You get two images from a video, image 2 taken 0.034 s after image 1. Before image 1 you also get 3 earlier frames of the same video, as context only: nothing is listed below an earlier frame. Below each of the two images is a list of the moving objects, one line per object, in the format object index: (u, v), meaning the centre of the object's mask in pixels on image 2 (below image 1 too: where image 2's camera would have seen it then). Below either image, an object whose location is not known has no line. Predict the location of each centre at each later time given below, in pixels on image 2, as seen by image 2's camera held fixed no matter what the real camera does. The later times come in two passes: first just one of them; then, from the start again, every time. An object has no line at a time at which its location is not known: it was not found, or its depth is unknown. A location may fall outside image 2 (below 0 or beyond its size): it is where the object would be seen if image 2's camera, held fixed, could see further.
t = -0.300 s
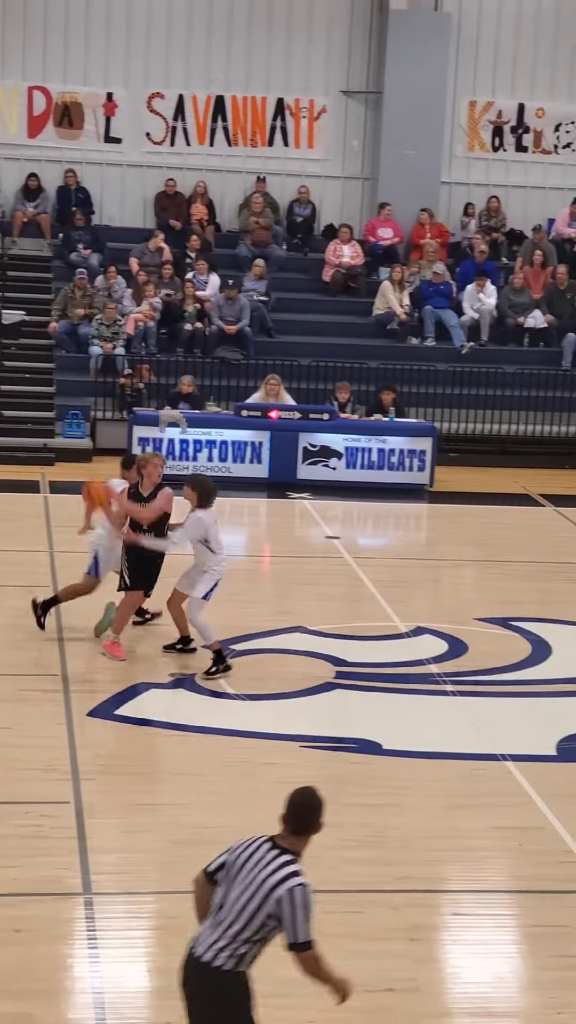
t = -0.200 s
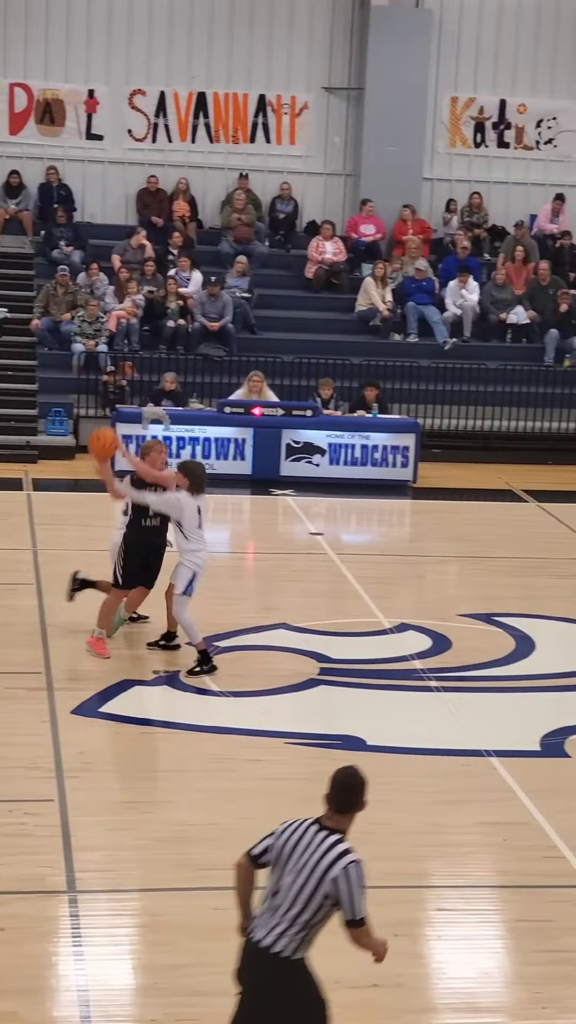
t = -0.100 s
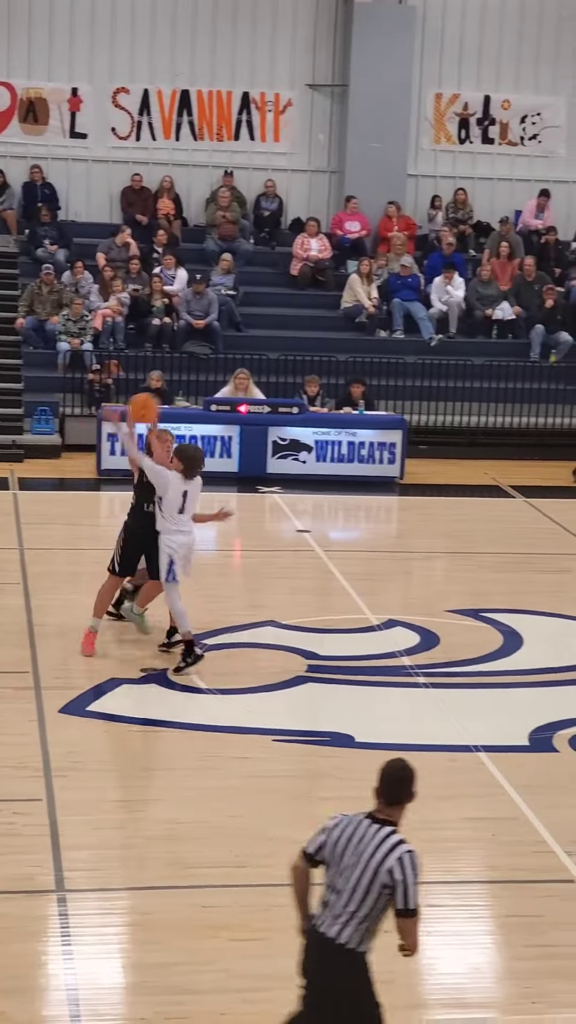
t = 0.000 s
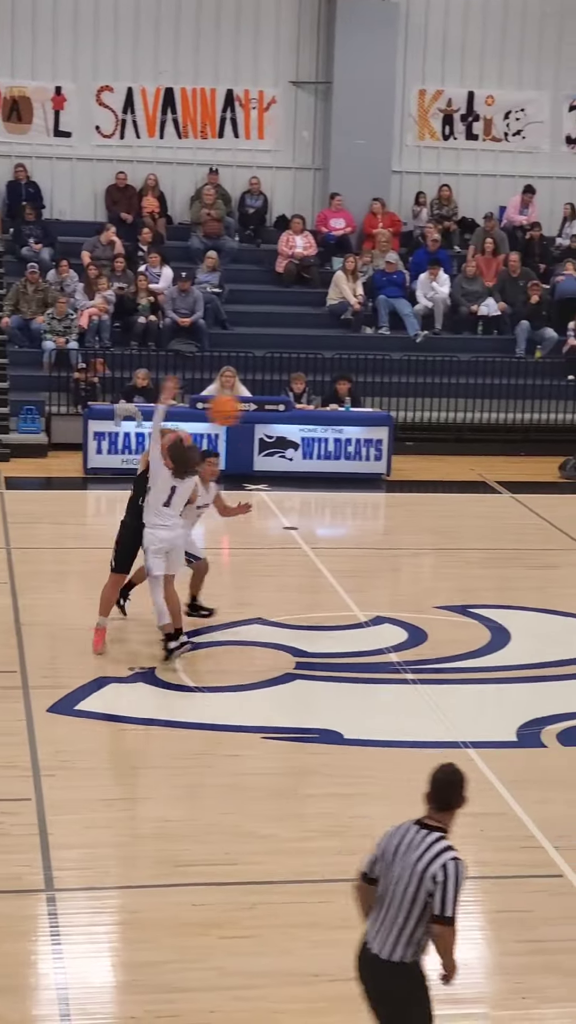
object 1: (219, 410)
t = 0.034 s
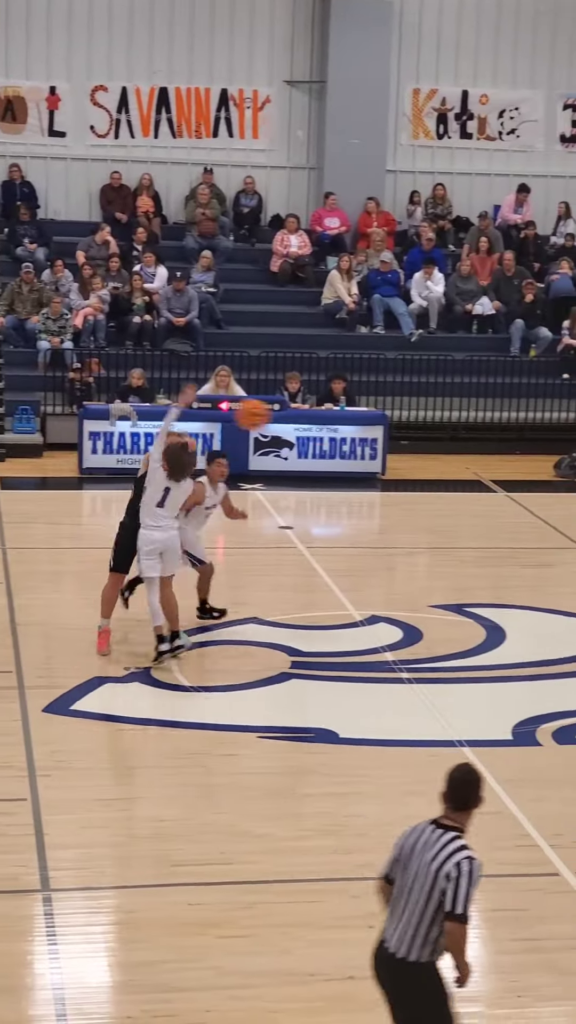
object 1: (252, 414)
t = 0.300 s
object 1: (530, 502)
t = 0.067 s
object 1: (286, 418)
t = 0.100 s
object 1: (319, 426)
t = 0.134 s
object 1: (354, 436)
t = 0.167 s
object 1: (391, 447)
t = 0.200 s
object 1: (422, 457)
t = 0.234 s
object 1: (459, 472)
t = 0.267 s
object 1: (493, 485)
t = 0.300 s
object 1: (530, 502)
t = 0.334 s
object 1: (568, 521)
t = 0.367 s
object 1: (605, 541)
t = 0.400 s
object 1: (644, 564)
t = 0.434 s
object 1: (683, 588)
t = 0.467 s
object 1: (723, 615)
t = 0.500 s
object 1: (764, 643)
